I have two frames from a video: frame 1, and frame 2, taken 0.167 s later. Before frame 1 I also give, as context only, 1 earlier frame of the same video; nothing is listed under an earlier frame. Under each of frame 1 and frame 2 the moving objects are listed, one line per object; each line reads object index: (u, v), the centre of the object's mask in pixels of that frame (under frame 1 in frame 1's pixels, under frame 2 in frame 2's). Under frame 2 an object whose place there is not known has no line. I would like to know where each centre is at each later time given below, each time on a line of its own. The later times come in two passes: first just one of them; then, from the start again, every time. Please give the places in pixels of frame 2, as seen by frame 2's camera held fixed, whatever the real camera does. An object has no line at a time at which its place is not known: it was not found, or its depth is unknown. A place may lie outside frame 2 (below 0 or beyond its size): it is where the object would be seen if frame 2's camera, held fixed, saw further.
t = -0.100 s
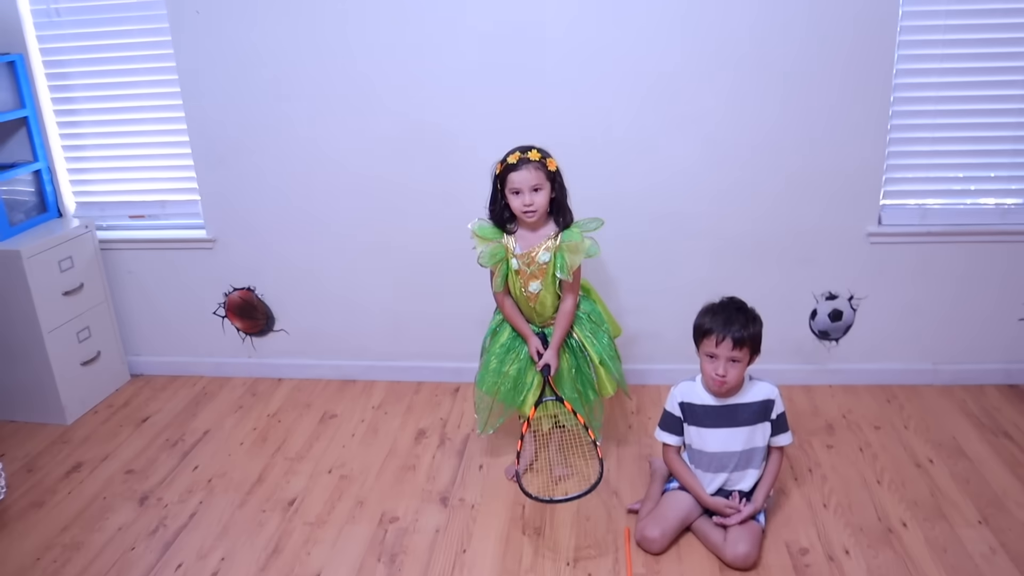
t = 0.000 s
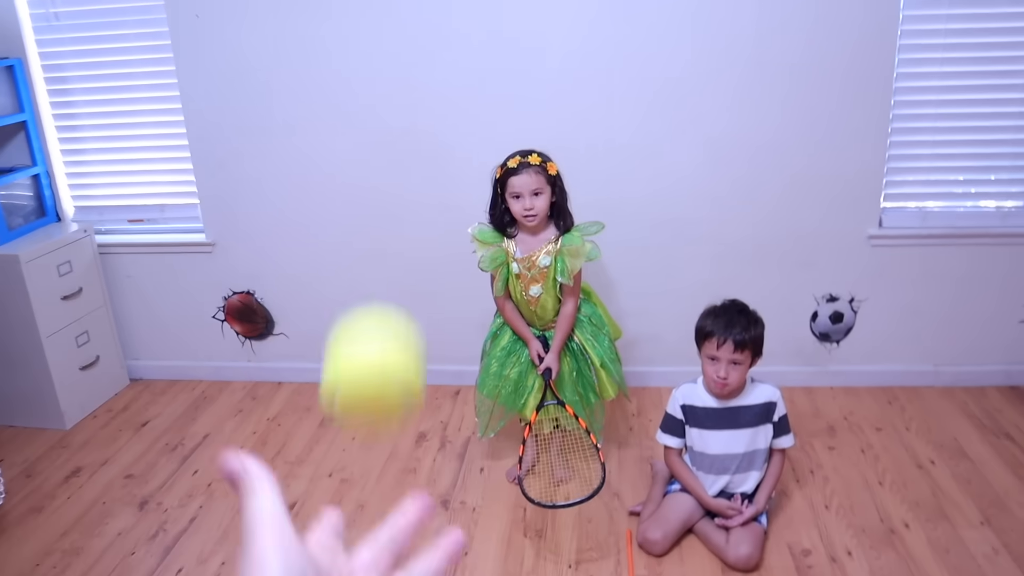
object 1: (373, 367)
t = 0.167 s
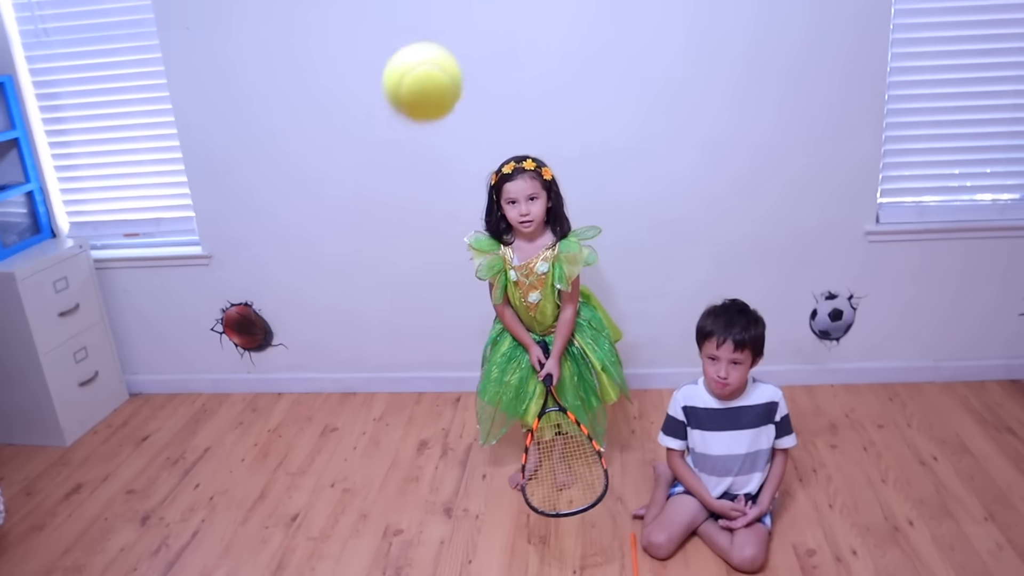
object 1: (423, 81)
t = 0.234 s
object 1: (442, 76)
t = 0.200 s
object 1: (433, 73)
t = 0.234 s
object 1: (442, 76)
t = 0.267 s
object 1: (452, 89)
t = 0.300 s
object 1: (460, 110)
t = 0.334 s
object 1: (470, 138)
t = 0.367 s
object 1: (478, 172)
